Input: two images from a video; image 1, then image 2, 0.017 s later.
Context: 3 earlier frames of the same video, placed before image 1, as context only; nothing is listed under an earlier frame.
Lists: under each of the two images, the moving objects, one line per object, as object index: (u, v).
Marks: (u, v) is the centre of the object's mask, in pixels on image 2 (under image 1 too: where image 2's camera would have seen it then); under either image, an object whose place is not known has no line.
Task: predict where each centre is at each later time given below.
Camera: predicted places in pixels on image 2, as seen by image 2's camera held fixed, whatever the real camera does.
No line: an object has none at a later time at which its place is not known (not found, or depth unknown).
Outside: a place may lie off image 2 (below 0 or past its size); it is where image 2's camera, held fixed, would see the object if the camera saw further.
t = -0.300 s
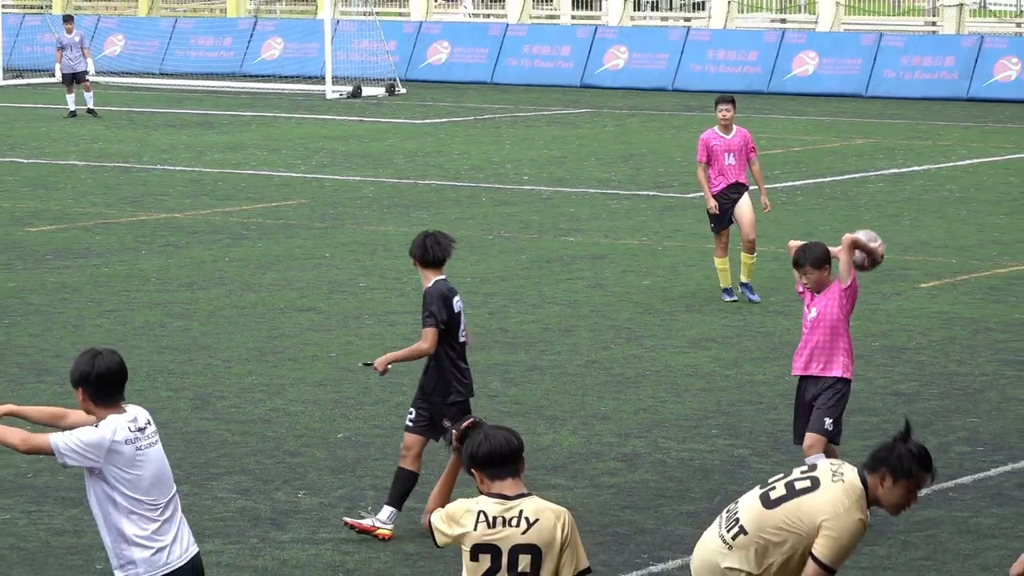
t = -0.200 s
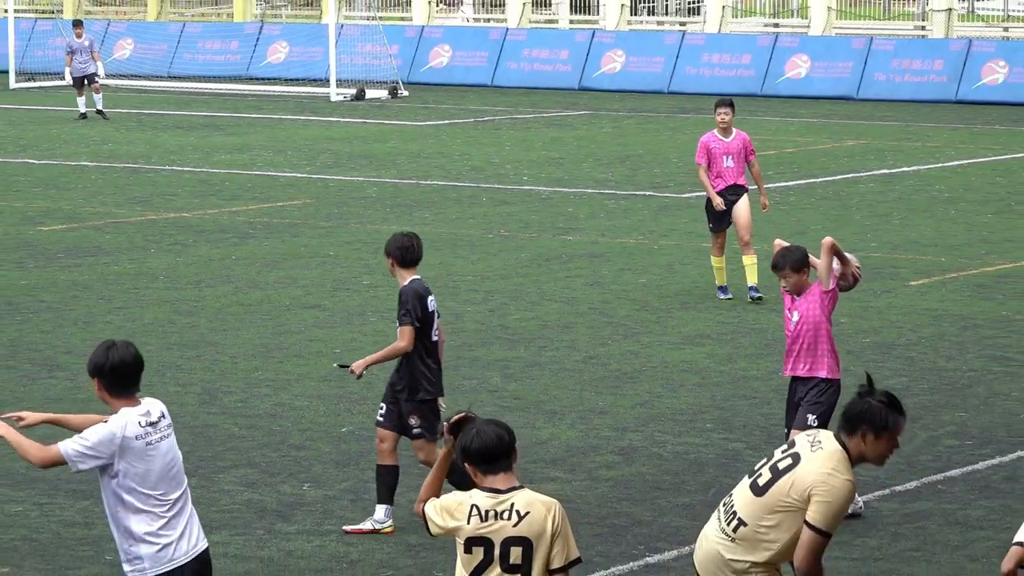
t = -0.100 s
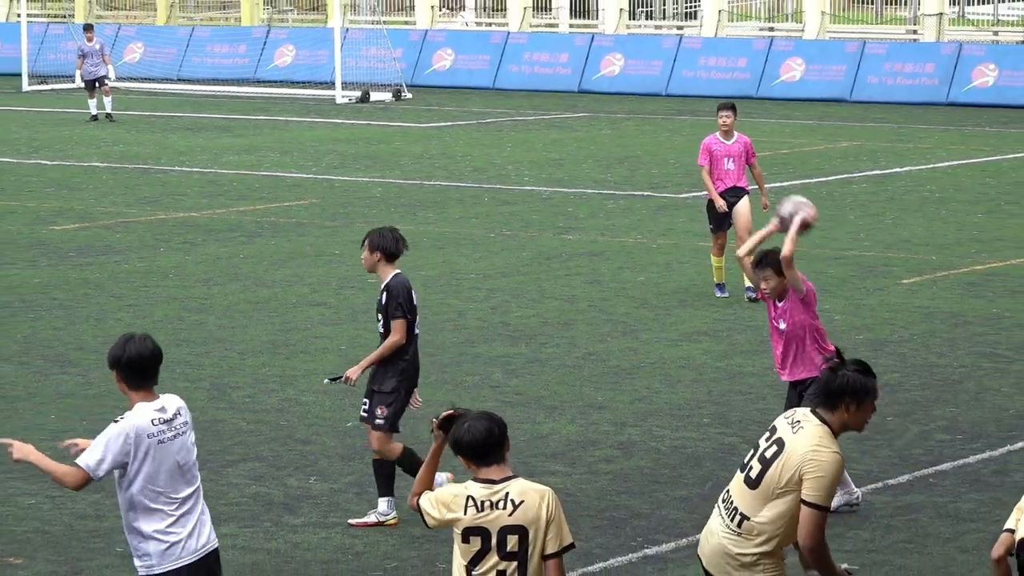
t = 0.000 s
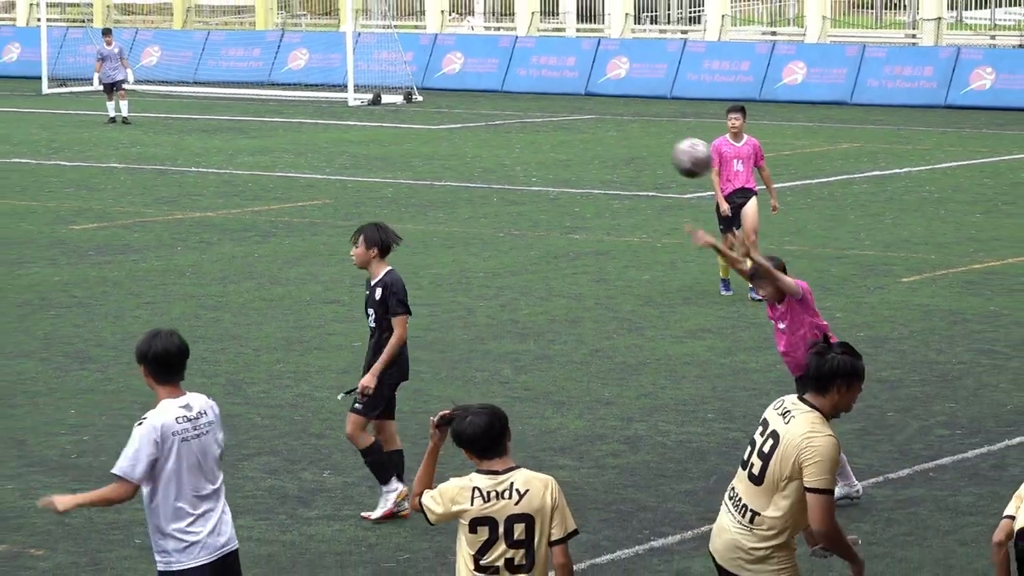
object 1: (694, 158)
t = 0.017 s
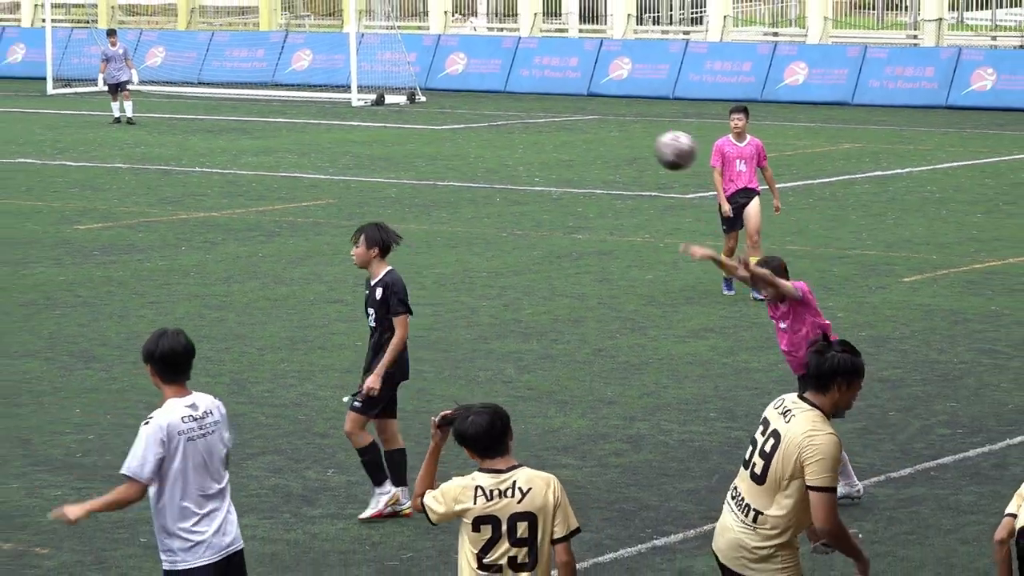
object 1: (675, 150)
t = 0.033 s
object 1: (656, 143)
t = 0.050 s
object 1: (637, 136)
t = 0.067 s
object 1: (620, 130)
